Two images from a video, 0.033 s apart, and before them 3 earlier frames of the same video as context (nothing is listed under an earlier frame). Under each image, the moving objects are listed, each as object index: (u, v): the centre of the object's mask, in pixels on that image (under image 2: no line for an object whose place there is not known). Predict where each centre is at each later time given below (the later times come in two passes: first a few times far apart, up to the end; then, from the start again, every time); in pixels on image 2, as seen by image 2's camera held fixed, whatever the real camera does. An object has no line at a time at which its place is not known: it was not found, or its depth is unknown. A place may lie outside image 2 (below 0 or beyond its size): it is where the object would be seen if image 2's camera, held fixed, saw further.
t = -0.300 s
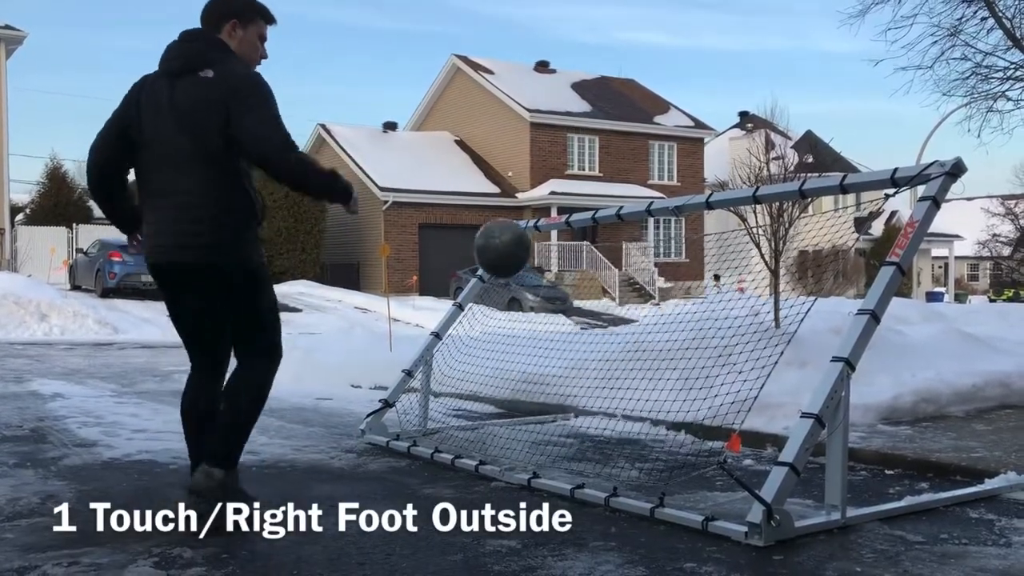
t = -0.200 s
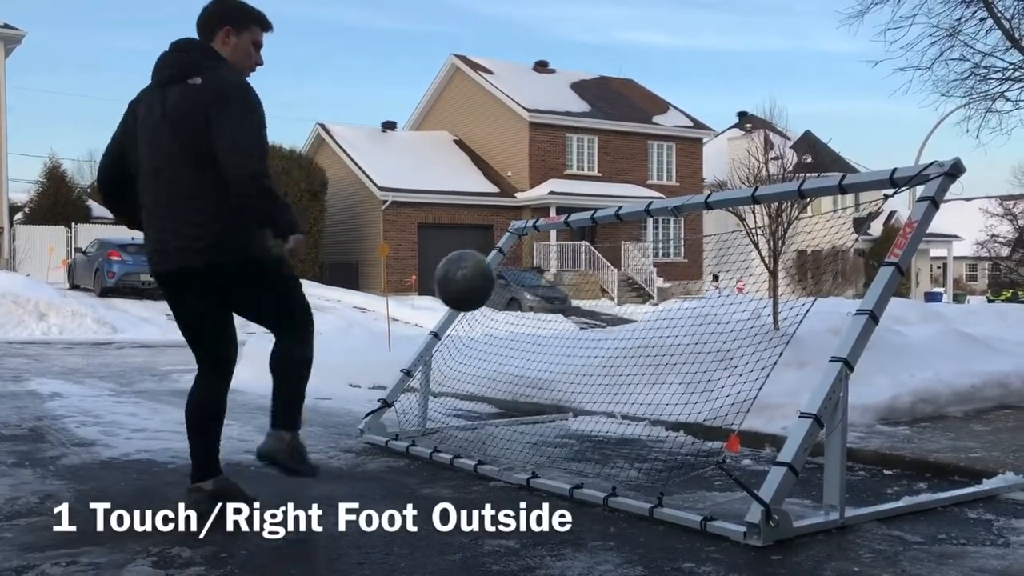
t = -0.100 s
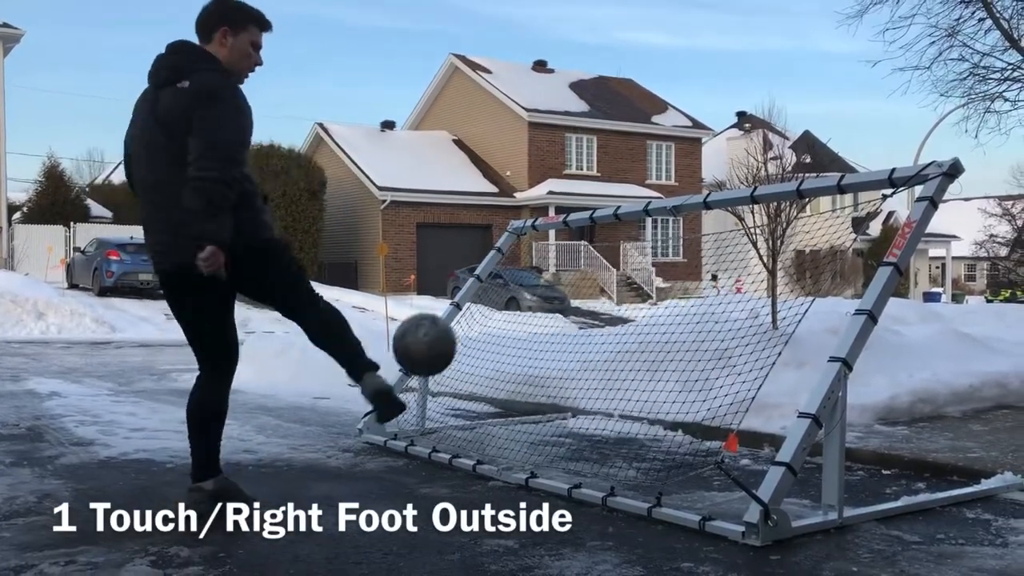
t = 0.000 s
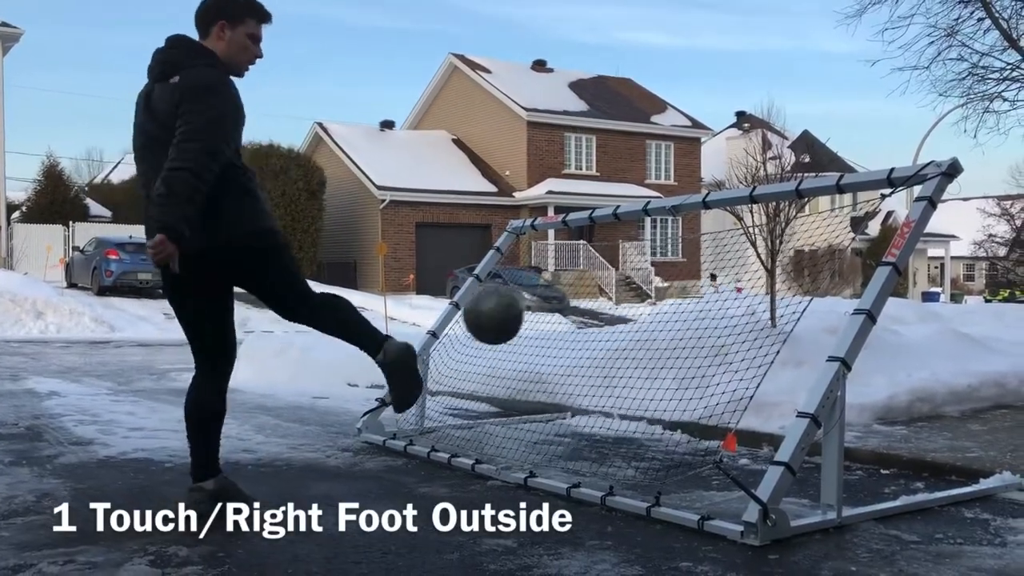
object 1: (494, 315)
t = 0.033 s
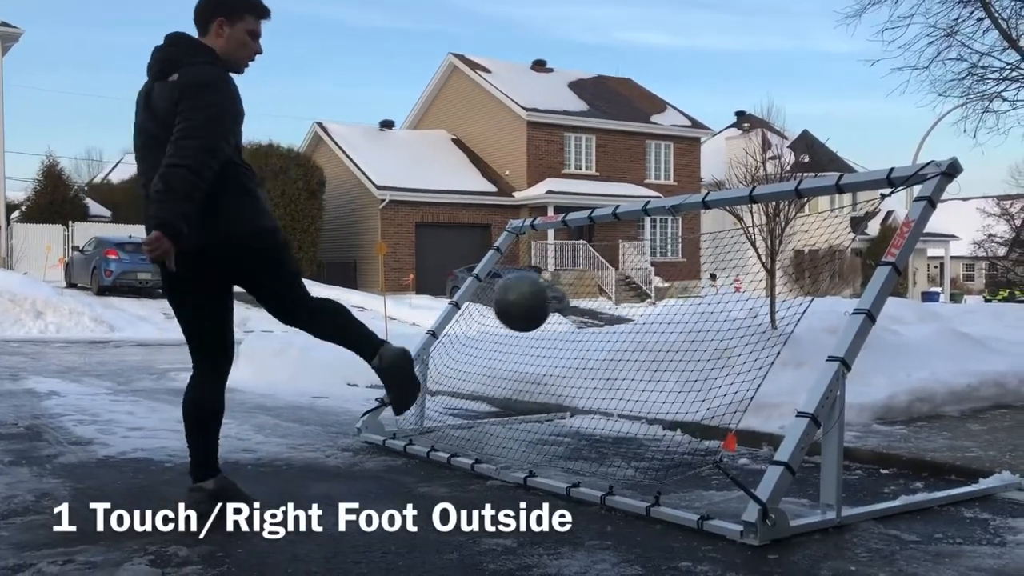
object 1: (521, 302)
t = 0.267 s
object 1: (688, 294)
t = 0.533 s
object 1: (590, 211)
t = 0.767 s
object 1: (472, 273)
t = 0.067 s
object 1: (551, 294)
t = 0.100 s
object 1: (578, 288)
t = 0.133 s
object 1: (605, 285)
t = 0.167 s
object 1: (631, 286)
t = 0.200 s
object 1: (656, 289)
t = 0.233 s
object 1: (677, 292)
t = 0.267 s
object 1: (688, 294)
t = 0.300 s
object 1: (687, 285)
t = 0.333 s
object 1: (677, 270)
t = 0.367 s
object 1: (664, 256)
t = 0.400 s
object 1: (650, 240)
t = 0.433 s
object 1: (636, 230)
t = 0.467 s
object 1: (621, 221)
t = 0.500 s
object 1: (605, 215)
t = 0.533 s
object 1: (590, 211)
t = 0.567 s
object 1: (575, 210)
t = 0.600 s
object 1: (558, 213)
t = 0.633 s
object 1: (542, 218)
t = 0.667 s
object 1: (526, 227)
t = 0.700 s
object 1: (508, 239)
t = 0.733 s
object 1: (490, 254)
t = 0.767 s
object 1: (472, 273)
